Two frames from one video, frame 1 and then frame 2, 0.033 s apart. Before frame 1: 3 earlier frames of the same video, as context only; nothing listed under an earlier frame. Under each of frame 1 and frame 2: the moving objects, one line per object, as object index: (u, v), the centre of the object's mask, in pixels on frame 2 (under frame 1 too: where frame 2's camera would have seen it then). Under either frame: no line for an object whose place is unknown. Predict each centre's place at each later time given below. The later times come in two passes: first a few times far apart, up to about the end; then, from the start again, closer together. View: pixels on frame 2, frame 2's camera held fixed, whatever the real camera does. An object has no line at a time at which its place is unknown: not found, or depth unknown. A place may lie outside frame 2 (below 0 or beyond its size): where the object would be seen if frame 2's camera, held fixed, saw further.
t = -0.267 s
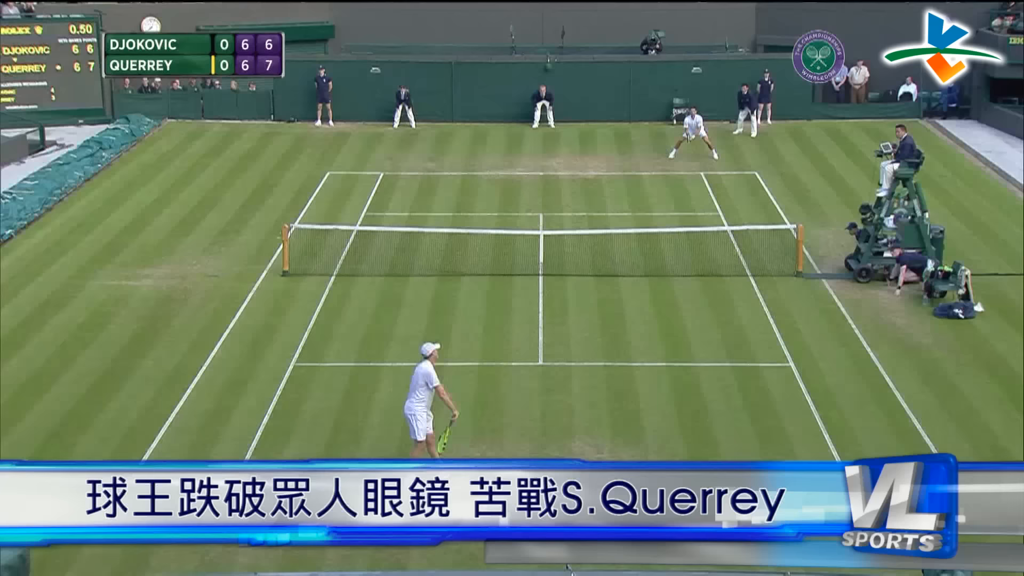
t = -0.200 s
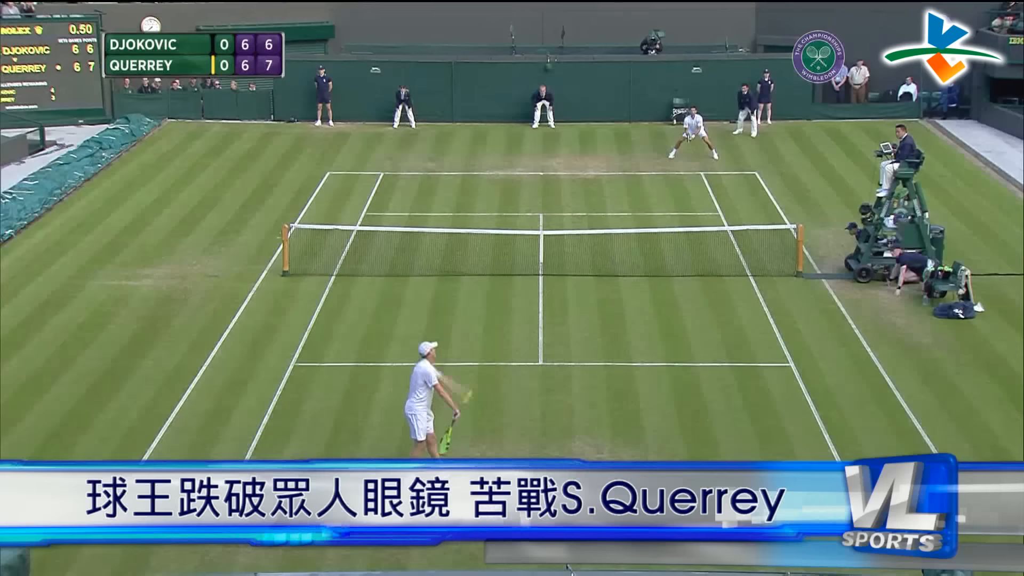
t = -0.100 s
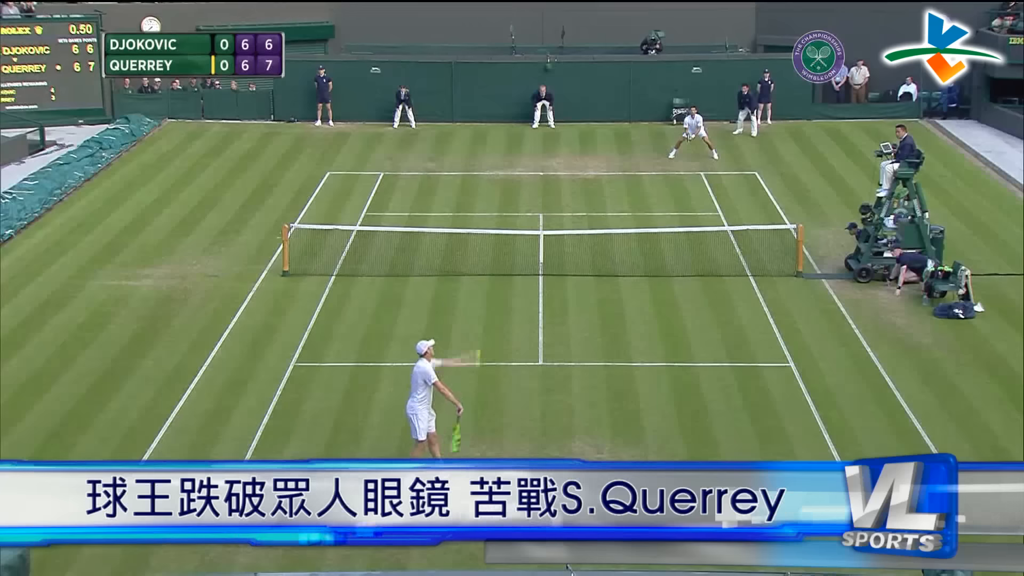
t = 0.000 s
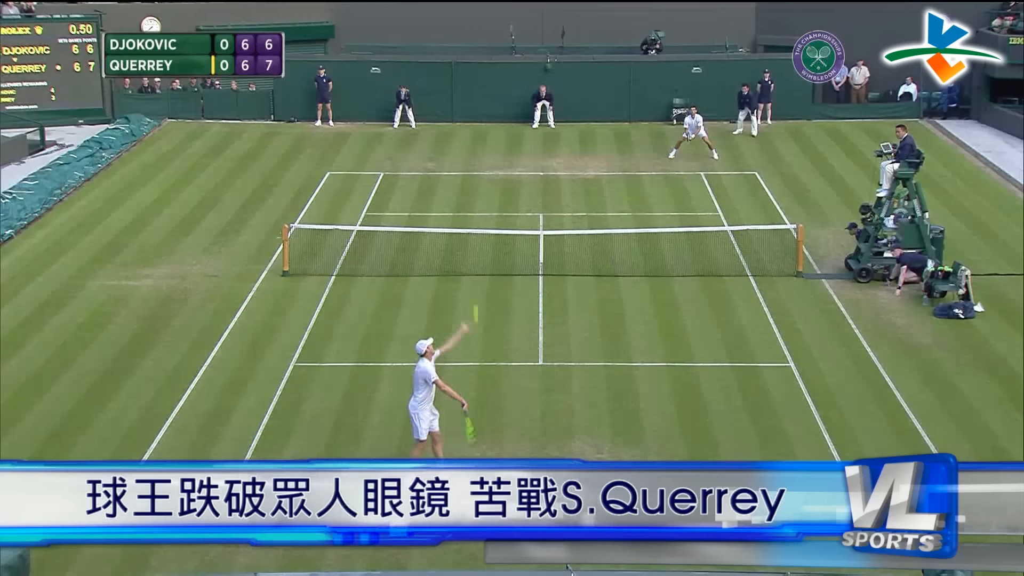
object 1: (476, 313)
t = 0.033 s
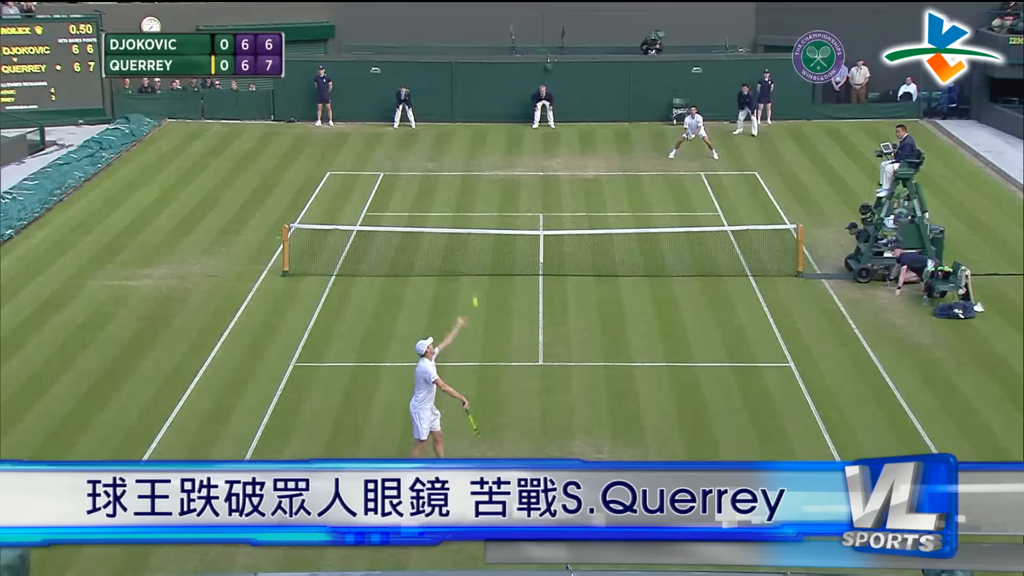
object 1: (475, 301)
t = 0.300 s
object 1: (469, 223)
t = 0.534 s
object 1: (465, 200)
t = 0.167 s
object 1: (472, 255)
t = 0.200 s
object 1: (471, 246)
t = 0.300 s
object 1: (469, 223)
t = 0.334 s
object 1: (469, 218)
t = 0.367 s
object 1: (468, 213)
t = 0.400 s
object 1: (467, 209)
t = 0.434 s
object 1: (467, 206)
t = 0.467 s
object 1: (466, 203)
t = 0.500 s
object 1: (466, 201)
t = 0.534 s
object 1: (465, 200)
